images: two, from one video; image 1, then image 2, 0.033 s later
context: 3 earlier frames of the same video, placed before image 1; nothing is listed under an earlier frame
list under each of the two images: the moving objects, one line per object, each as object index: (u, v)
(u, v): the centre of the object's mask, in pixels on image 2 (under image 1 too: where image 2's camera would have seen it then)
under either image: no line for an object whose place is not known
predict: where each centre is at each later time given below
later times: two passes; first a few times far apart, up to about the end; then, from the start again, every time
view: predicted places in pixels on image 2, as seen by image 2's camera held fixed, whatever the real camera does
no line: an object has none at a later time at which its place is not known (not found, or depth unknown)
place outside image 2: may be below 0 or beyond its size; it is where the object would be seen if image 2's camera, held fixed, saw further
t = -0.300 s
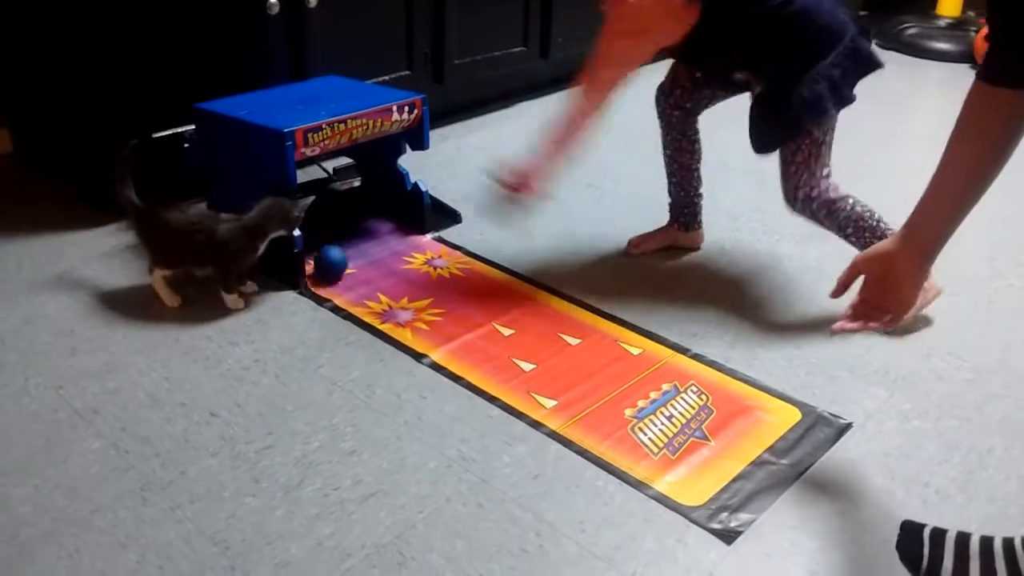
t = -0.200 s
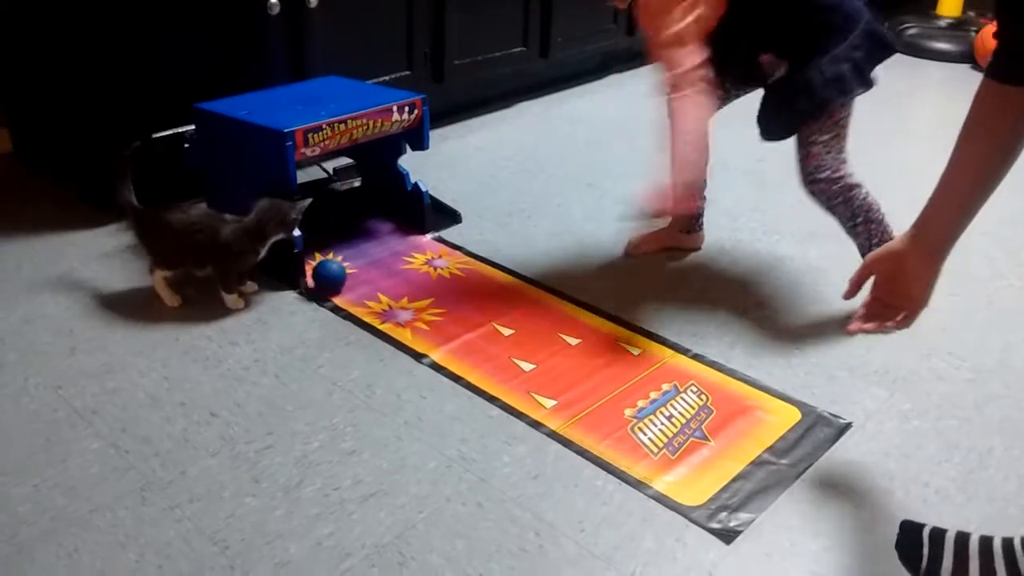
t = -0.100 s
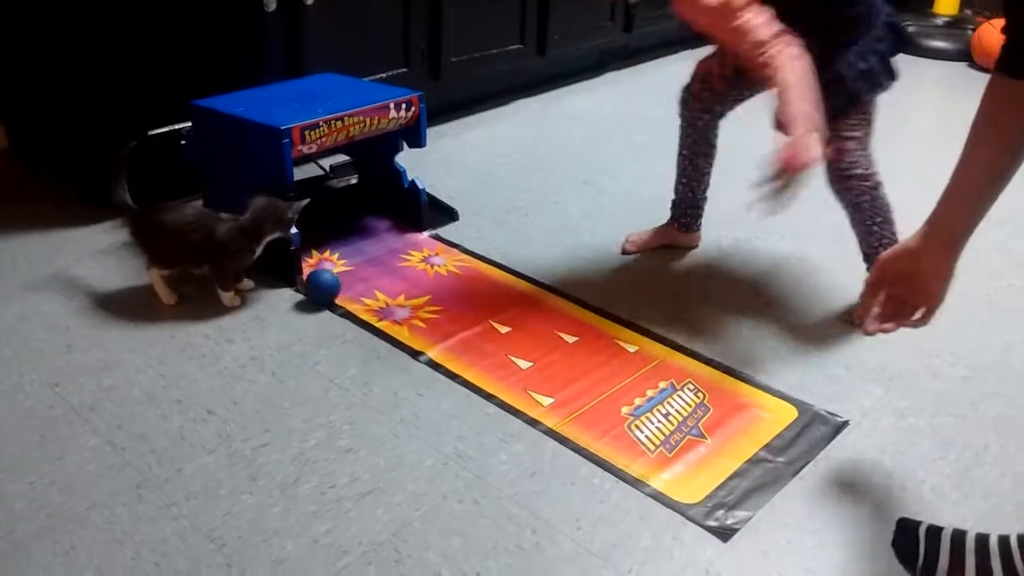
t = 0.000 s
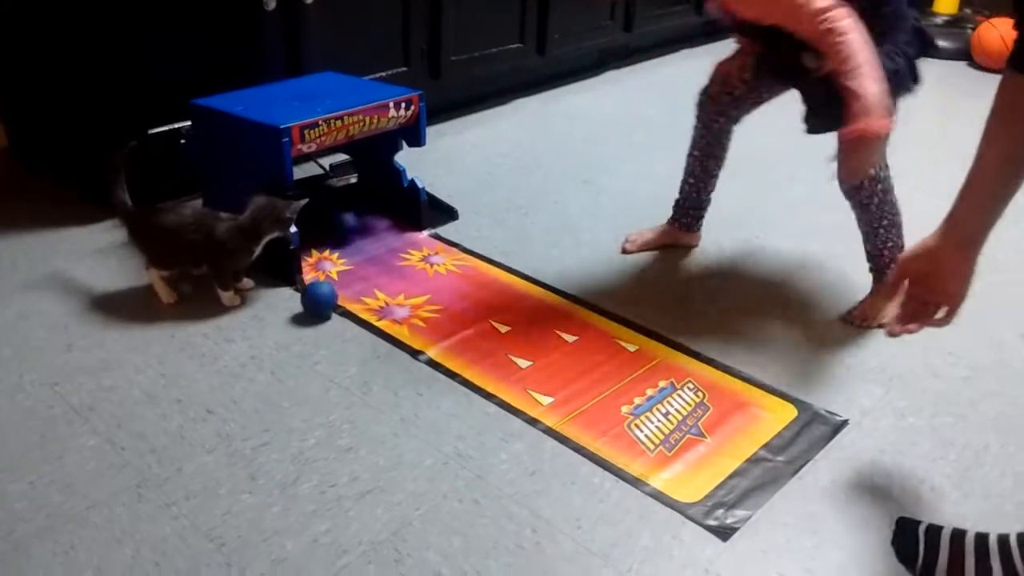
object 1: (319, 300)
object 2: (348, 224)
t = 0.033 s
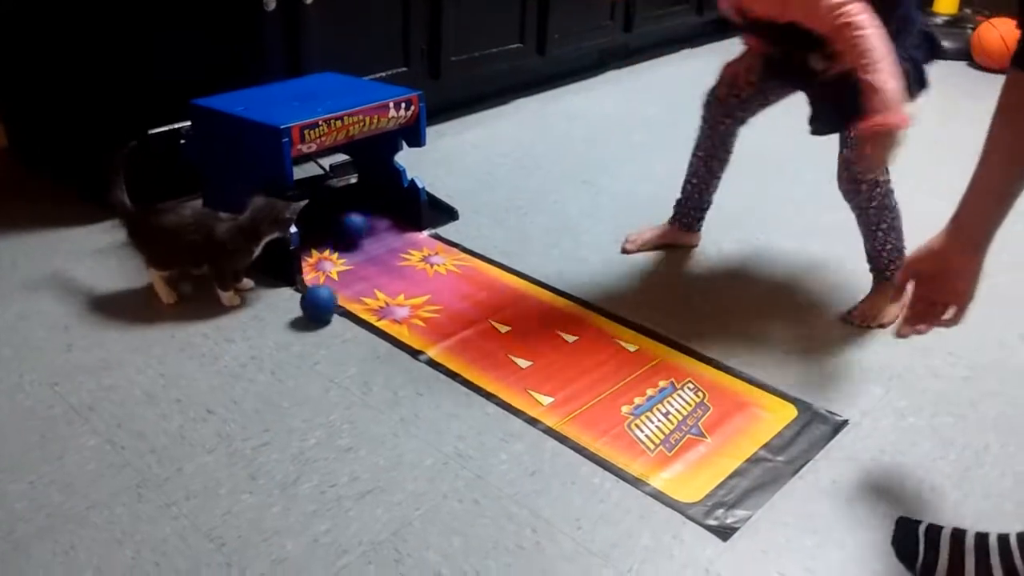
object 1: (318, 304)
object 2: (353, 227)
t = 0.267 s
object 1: (311, 336)
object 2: (423, 248)
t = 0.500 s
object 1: (302, 370)
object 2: (502, 263)
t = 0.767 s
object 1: (290, 414)
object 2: (593, 279)
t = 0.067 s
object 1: (317, 308)
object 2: (360, 229)
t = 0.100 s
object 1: (316, 313)
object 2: (370, 233)
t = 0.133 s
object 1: (316, 317)
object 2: (379, 236)
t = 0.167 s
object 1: (314, 321)
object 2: (391, 241)
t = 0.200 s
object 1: (313, 326)
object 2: (402, 243)
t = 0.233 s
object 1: (312, 331)
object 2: (412, 246)
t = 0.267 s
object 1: (311, 336)
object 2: (423, 248)
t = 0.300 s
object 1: (311, 341)
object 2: (434, 251)
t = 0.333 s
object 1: (310, 345)
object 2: (446, 253)
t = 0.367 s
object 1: (308, 350)
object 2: (457, 254)
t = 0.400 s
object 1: (307, 355)
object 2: (468, 257)
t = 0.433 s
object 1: (305, 359)
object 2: (478, 259)
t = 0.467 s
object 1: (304, 364)
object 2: (490, 262)
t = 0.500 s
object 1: (302, 370)
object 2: (502, 263)
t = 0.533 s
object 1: (301, 375)
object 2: (513, 265)
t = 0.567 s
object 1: (300, 380)
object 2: (524, 267)
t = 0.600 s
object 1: (299, 386)
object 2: (535, 270)
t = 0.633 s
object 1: (298, 391)
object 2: (546, 272)
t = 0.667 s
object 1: (296, 397)
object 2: (558, 274)
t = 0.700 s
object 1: (294, 402)
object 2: (569, 276)
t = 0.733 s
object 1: (292, 408)
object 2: (581, 278)
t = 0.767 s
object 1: (290, 414)
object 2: (593, 279)
